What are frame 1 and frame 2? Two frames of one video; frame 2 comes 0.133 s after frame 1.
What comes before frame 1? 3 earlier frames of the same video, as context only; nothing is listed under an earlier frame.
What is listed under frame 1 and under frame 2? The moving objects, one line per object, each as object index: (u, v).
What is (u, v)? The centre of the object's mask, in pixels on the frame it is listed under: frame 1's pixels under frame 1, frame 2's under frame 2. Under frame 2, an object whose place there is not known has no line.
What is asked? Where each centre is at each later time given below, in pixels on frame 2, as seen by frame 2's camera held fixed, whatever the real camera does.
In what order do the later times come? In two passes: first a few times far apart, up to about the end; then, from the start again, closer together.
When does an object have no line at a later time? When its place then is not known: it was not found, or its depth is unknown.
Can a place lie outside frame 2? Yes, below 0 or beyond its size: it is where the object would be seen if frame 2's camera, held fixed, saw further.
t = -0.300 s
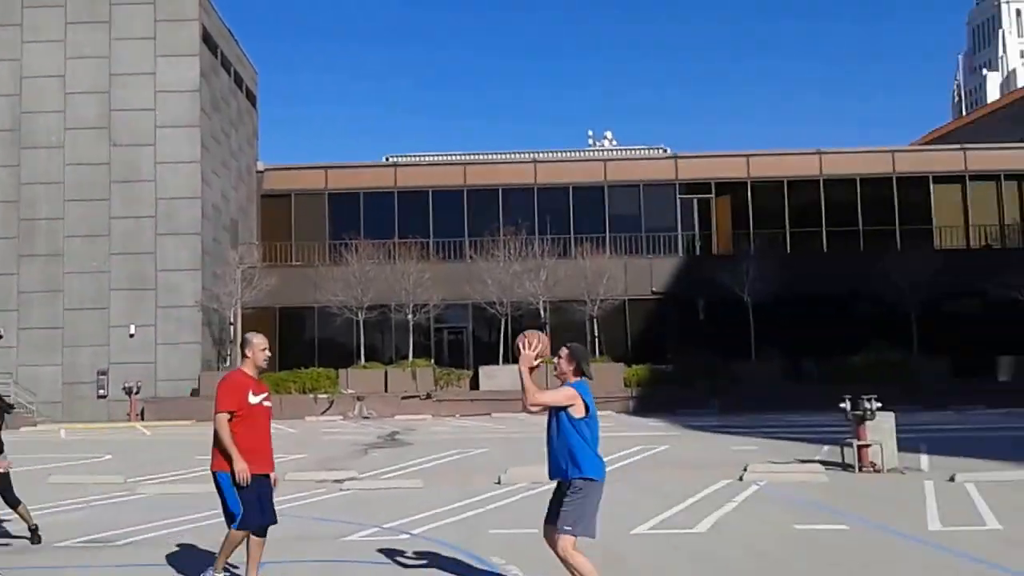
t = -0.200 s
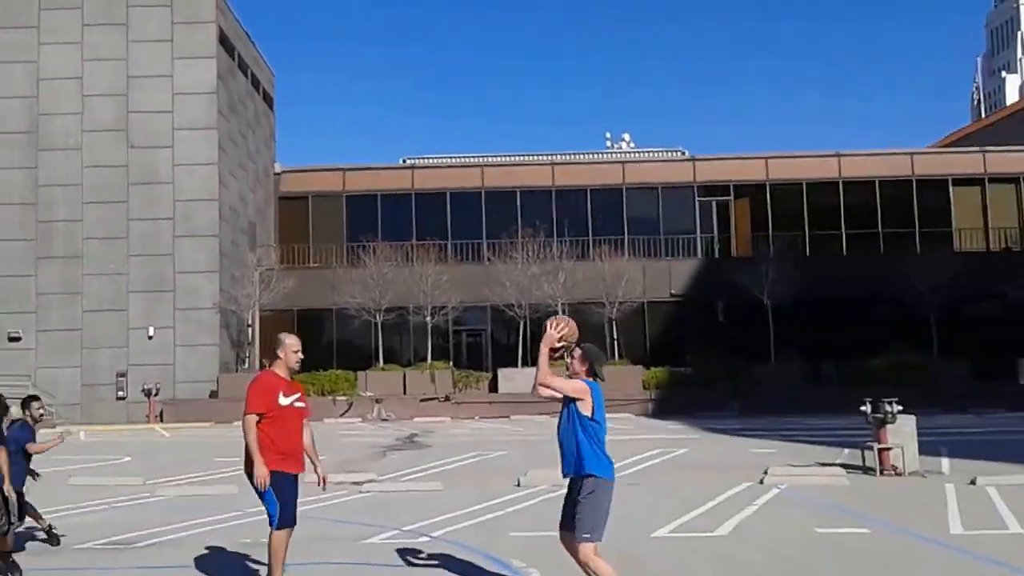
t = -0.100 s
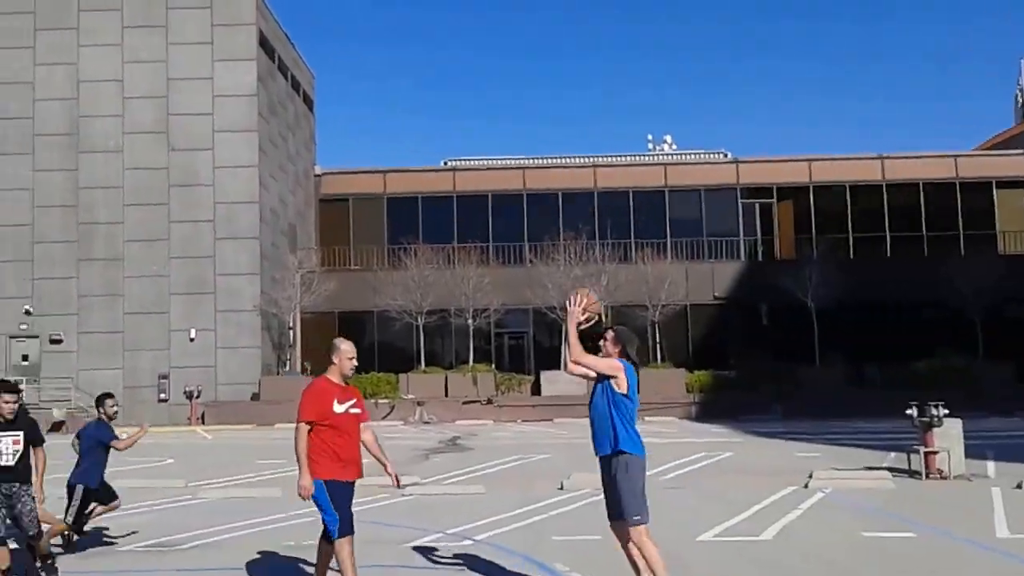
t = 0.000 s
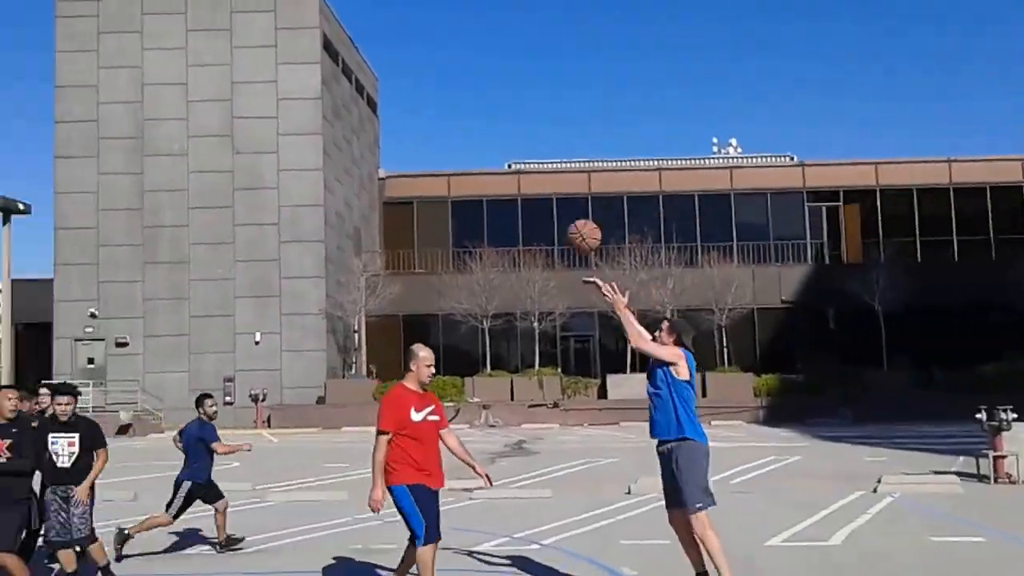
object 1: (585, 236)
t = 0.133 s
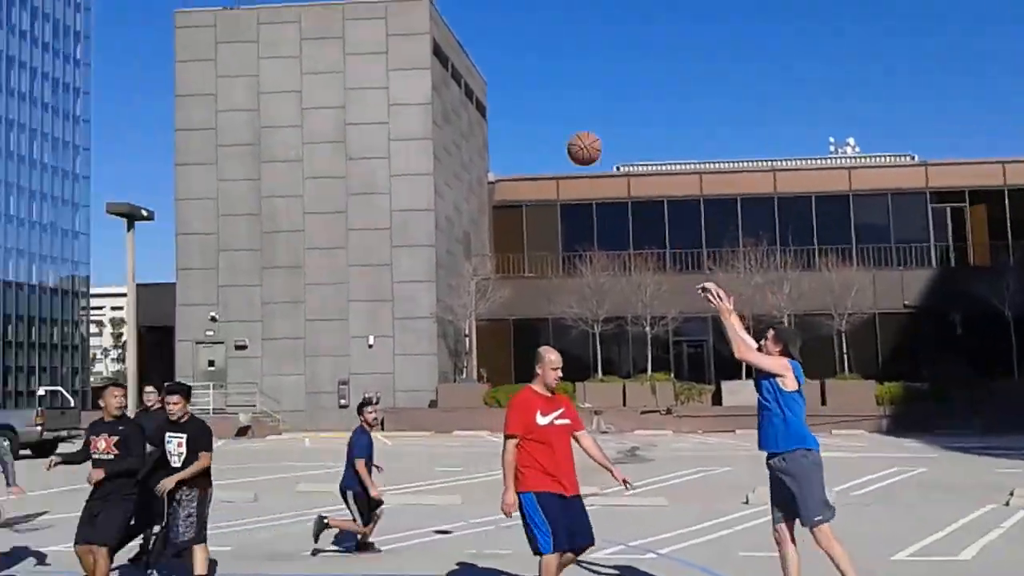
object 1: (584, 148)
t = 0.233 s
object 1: (511, 94)
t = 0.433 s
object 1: (370, 43)
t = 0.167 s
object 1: (559, 129)
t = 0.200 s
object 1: (535, 110)
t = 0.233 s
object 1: (511, 94)
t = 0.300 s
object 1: (463, 70)
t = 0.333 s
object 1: (440, 62)
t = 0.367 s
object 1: (416, 54)
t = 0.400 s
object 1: (393, 49)
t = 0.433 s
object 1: (370, 43)
